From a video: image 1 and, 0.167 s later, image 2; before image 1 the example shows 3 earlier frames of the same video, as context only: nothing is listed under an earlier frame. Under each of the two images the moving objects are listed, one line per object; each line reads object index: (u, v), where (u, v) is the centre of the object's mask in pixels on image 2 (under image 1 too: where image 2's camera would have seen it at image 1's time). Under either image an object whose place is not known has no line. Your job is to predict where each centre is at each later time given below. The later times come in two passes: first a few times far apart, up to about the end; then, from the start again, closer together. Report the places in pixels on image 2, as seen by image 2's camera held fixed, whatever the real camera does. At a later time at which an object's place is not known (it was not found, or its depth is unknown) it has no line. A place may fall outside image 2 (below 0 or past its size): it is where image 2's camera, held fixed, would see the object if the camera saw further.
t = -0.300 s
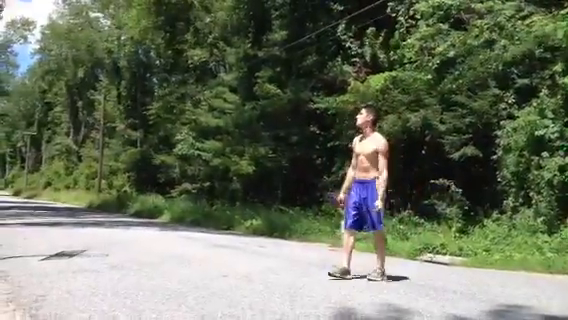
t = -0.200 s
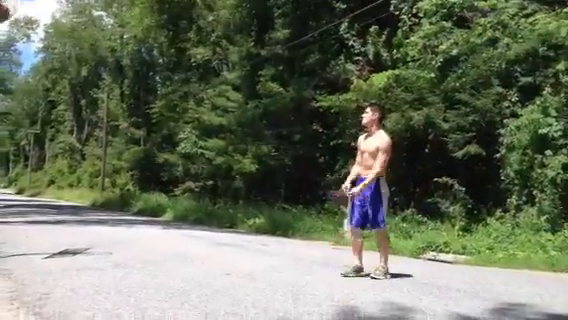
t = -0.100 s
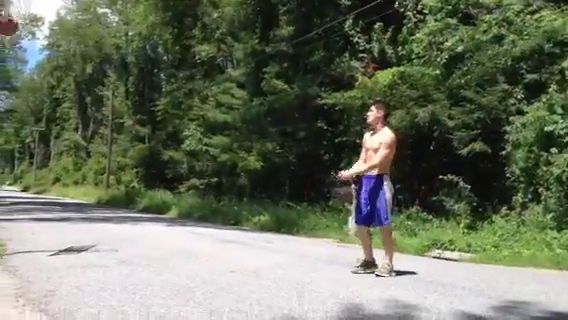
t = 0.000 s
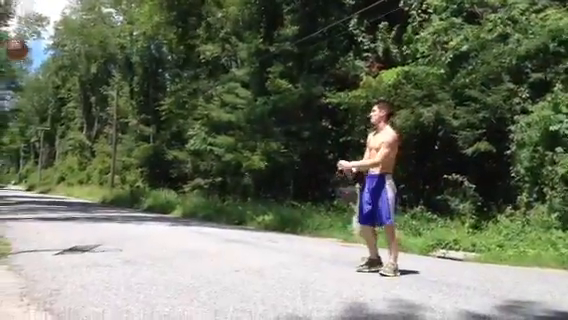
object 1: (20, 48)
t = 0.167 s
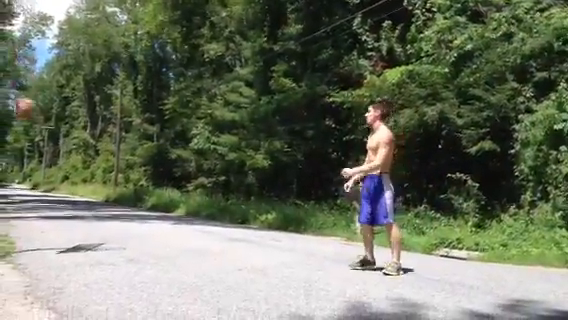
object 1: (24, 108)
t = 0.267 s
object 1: (24, 157)
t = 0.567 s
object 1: (29, 176)
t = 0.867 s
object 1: (29, 91)
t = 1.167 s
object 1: (20, 79)
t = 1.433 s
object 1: (12, 139)
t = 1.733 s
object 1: (6, 216)
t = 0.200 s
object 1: (25, 124)
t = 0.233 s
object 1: (23, 139)
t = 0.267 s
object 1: (24, 157)
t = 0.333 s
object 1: (27, 196)
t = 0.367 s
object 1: (28, 217)
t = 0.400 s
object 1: (28, 240)
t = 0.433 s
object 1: (29, 237)
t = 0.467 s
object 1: (28, 221)
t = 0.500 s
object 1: (29, 204)
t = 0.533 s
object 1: (29, 190)
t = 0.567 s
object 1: (29, 176)
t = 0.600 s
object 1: (29, 163)
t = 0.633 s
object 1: (29, 150)
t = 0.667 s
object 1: (31, 140)
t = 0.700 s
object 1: (31, 130)
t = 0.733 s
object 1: (30, 120)
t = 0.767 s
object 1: (30, 112)
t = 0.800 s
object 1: (30, 105)
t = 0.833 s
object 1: (29, 97)
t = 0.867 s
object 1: (29, 91)
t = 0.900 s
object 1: (27, 85)
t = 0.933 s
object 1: (28, 81)
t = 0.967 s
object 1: (26, 78)
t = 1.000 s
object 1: (25, 77)
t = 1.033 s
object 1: (24, 76)
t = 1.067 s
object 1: (24, 76)
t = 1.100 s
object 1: (23, 76)
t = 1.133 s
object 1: (22, 77)
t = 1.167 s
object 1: (20, 79)
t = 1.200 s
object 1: (19, 82)
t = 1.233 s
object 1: (19, 87)
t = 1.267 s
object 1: (17, 92)
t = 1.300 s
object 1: (16, 99)
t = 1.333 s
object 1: (15, 107)
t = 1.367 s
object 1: (15, 117)
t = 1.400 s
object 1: (13, 127)
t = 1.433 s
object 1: (12, 139)
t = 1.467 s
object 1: (11, 152)
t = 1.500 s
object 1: (9, 167)
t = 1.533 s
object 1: (8, 181)
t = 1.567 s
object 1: (5, 198)
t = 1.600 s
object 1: (3, 214)
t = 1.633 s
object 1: (2, 231)
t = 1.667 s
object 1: (1, 244)
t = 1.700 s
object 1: (2, 229)
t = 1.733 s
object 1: (6, 216)
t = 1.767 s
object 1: (9, 205)
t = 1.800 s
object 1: (12, 192)
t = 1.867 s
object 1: (15, 170)
